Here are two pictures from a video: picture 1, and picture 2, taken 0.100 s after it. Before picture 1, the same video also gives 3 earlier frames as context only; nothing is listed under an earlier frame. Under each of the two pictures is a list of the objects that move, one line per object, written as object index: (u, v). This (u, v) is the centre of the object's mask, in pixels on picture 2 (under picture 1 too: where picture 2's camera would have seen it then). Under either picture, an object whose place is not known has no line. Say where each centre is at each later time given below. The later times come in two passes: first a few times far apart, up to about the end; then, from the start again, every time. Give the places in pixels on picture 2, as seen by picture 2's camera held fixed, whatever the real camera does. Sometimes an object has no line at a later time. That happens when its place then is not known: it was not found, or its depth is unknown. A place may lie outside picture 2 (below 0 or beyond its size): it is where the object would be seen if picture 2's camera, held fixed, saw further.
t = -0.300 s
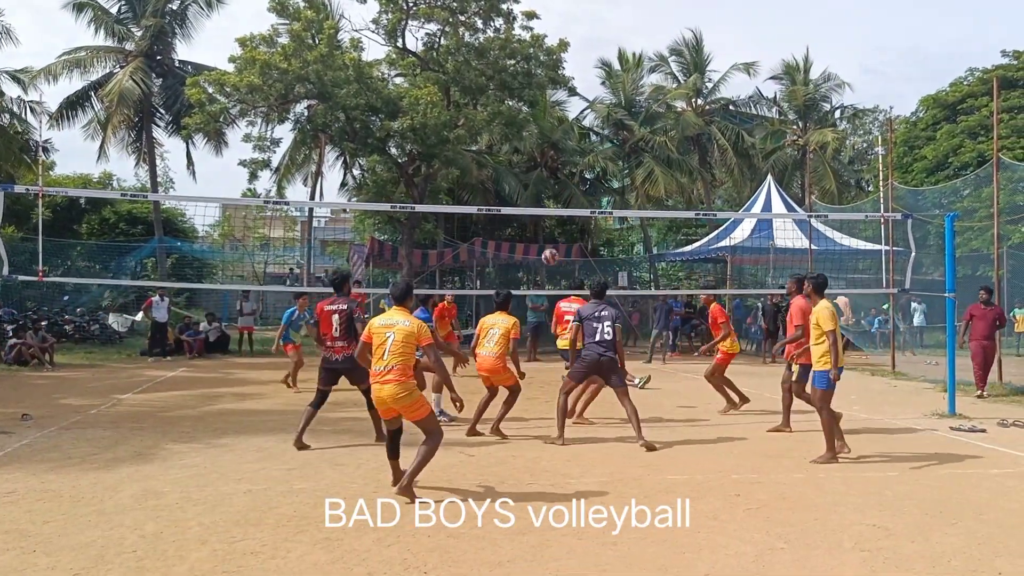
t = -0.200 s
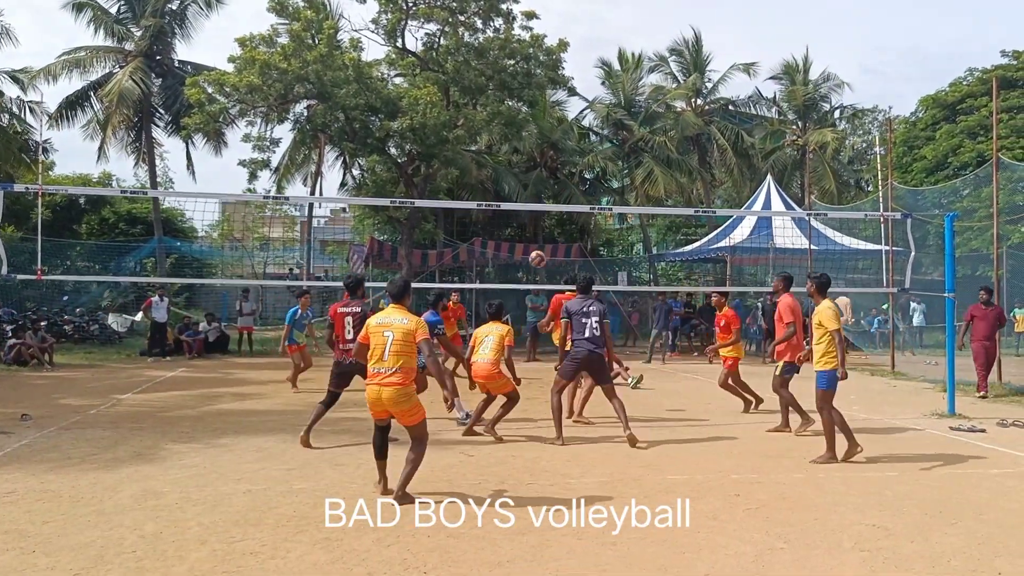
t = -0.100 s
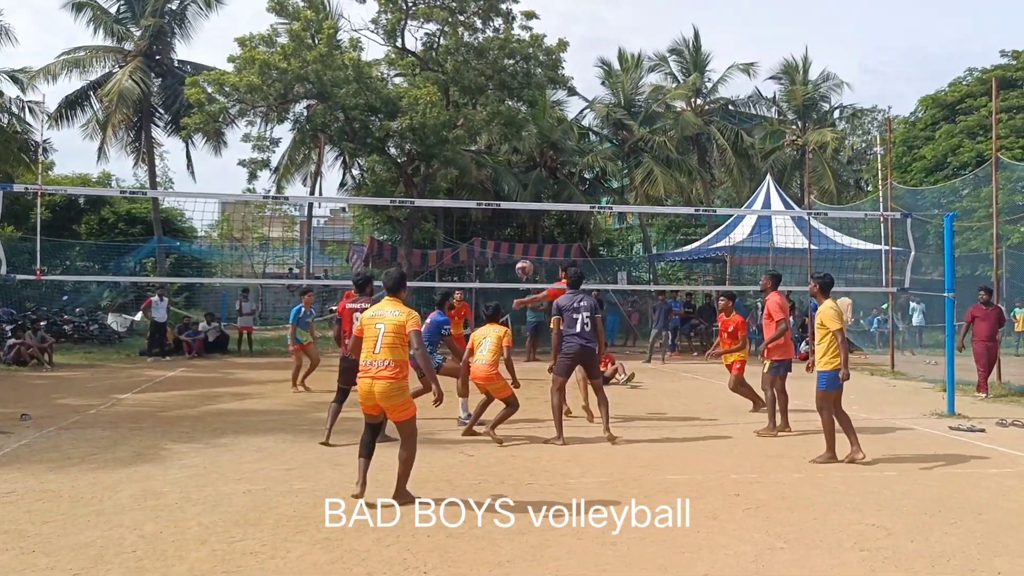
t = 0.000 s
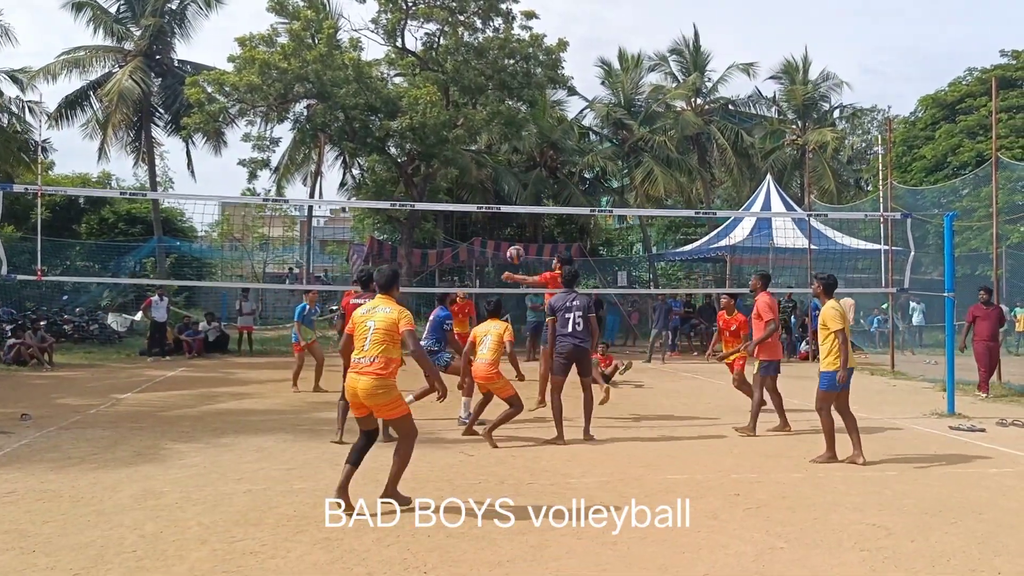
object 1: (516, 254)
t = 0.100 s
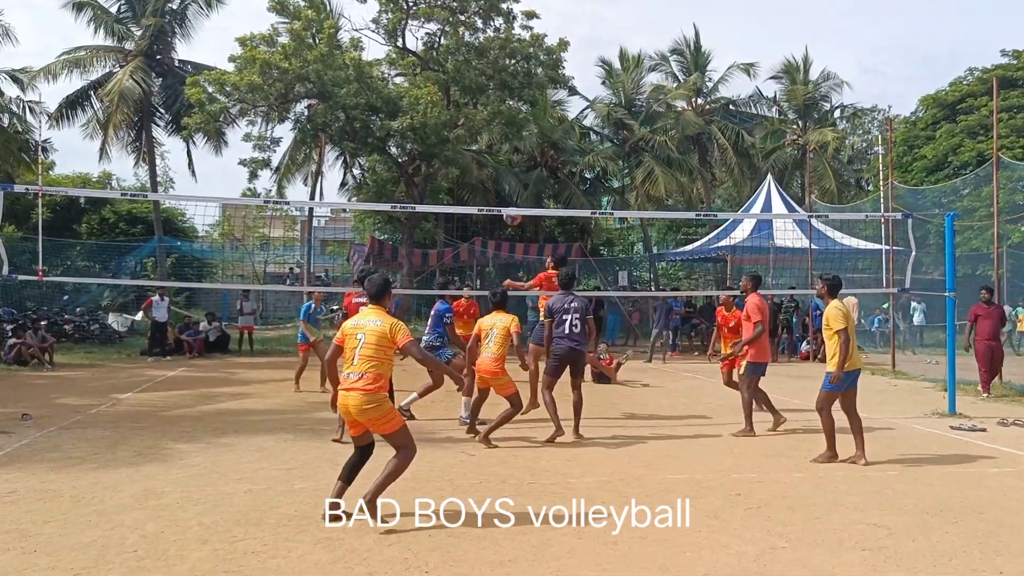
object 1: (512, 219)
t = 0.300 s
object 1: (503, 162)
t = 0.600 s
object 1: (490, 143)
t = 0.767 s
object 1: (481, 165)
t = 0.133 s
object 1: (511, 202)
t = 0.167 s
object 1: (510, 195)
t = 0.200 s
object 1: (508, 185)
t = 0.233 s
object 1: (507, 177)
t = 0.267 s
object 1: (505, 168)
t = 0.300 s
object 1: (503, 162)
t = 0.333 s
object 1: (502, 157)
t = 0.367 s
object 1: (501, 152)
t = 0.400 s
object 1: (499, 147)
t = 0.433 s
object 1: (497, 145)
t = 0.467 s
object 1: (496, 142)
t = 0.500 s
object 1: (494, 142)
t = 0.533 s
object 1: (492, 141)
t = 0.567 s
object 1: (491, 141)
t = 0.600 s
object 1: (490, 143)
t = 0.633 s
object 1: (488, 145)
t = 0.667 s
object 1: (486, 148)
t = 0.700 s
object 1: (484, 153)
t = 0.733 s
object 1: (482, 158)
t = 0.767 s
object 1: (481, 165)
